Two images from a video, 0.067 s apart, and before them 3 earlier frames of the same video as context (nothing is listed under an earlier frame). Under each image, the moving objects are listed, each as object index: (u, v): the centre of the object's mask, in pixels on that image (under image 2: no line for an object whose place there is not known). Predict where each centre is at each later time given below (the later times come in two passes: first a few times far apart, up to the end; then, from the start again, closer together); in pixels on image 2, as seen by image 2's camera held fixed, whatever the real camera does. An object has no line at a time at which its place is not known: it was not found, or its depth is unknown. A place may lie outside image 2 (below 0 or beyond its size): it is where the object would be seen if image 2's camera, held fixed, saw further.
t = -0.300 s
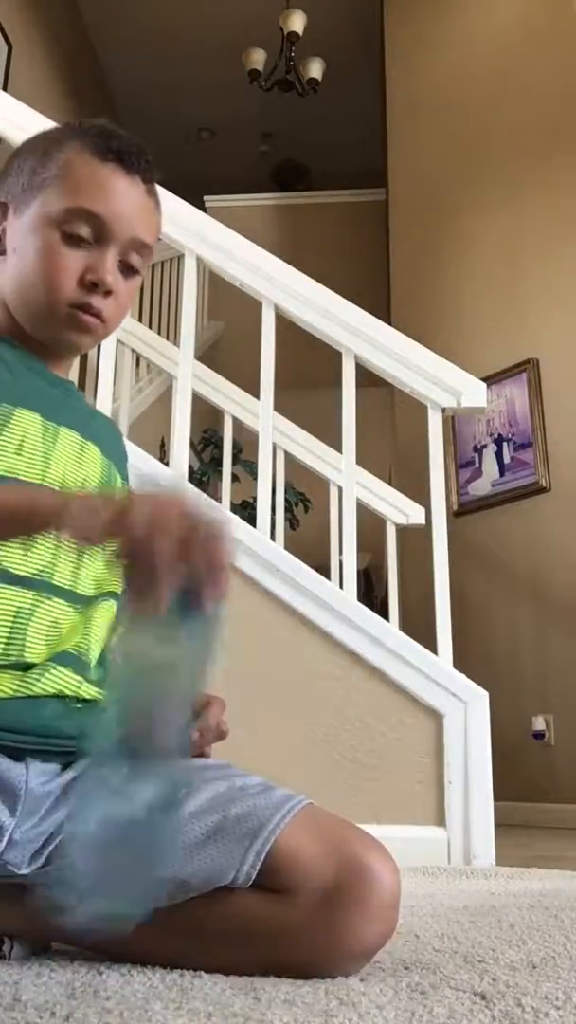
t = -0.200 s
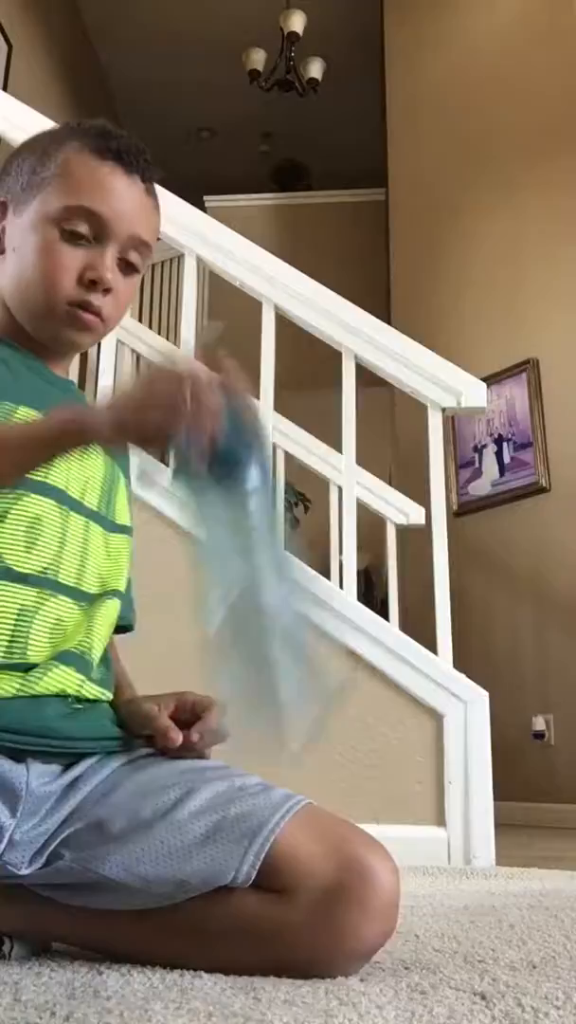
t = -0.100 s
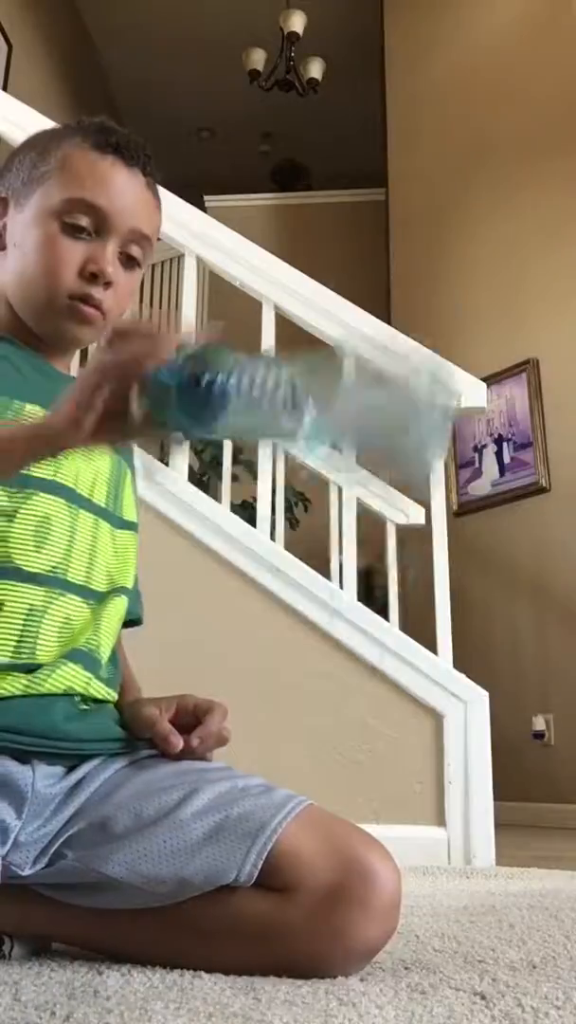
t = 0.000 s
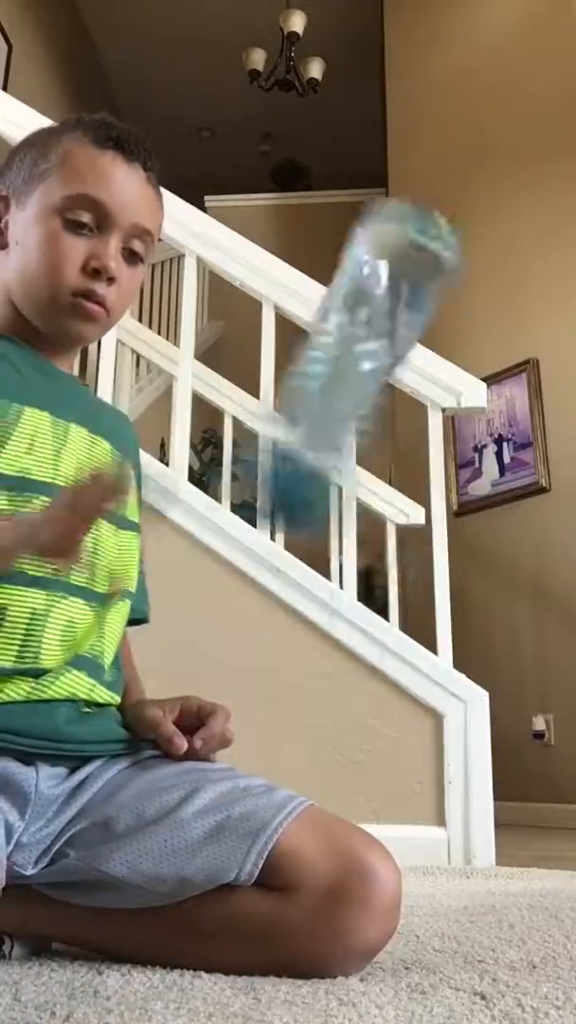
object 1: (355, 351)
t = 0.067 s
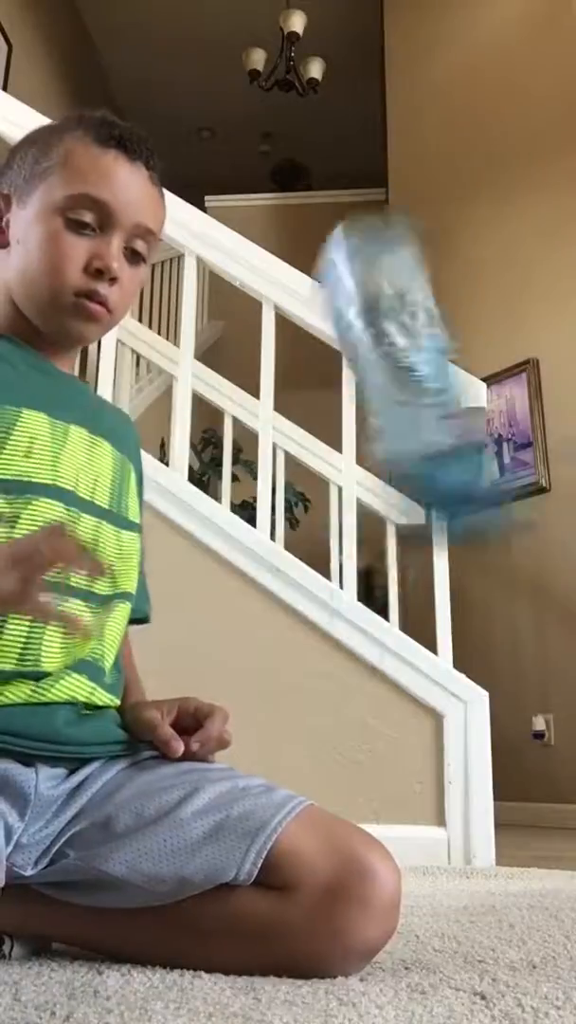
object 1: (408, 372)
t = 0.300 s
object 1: (512, 844)
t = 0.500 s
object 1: (404, 861)
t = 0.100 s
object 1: (438, 393)
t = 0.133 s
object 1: (443, 418)
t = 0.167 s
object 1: (443, 463)
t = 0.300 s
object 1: (512, 844)
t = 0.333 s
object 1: (499, 834)
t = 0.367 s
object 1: (472, 836)
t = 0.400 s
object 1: (451, 842)
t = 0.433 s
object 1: (436, 845)
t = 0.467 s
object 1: (420, 853)
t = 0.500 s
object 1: (404, 861)
